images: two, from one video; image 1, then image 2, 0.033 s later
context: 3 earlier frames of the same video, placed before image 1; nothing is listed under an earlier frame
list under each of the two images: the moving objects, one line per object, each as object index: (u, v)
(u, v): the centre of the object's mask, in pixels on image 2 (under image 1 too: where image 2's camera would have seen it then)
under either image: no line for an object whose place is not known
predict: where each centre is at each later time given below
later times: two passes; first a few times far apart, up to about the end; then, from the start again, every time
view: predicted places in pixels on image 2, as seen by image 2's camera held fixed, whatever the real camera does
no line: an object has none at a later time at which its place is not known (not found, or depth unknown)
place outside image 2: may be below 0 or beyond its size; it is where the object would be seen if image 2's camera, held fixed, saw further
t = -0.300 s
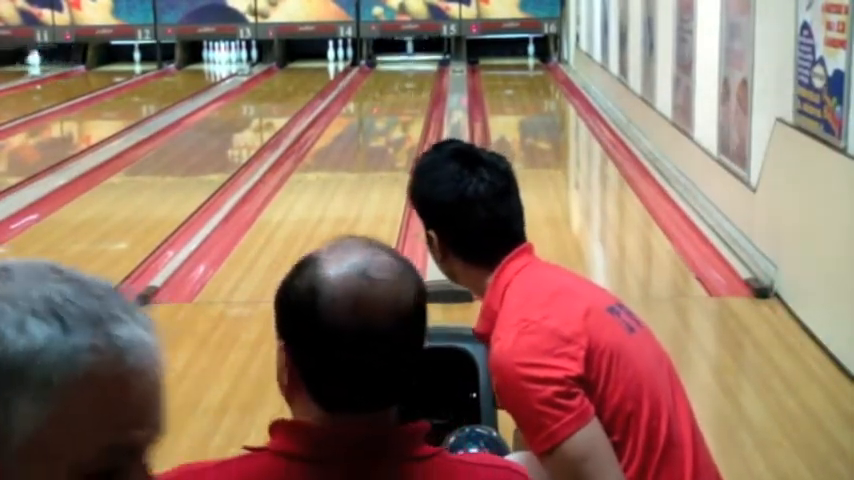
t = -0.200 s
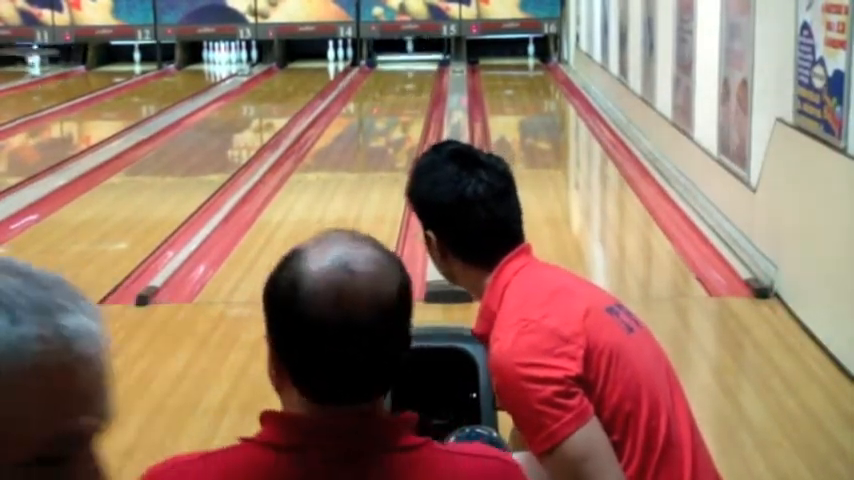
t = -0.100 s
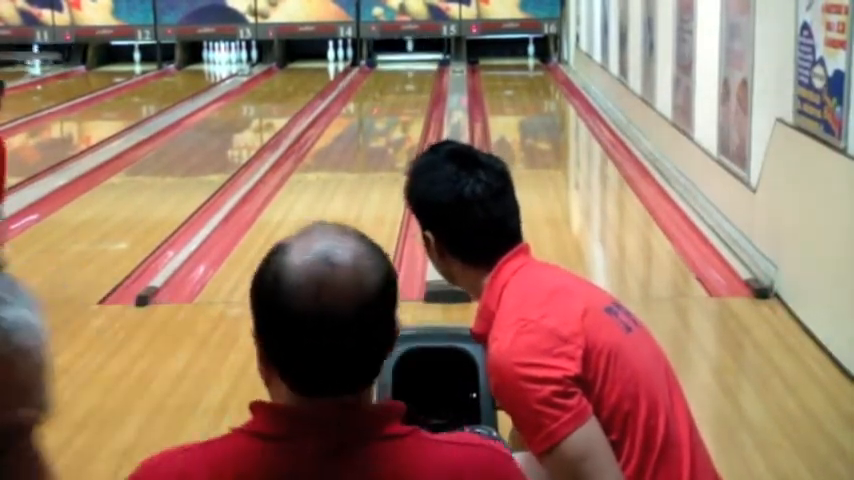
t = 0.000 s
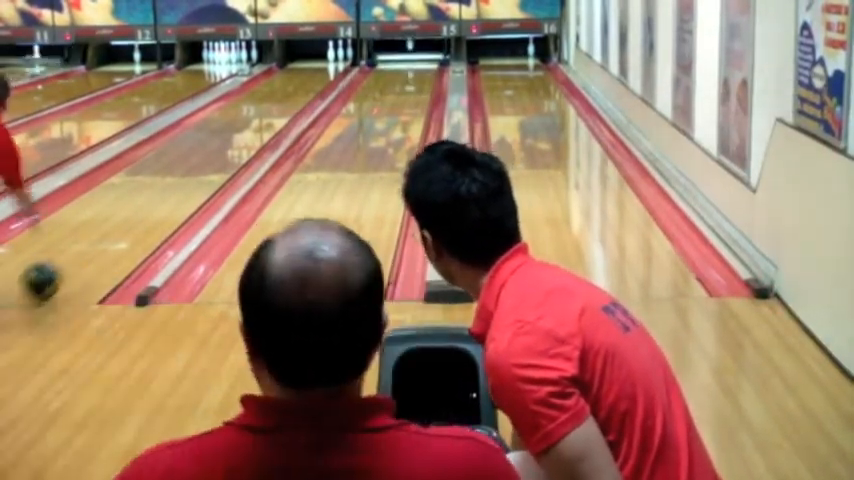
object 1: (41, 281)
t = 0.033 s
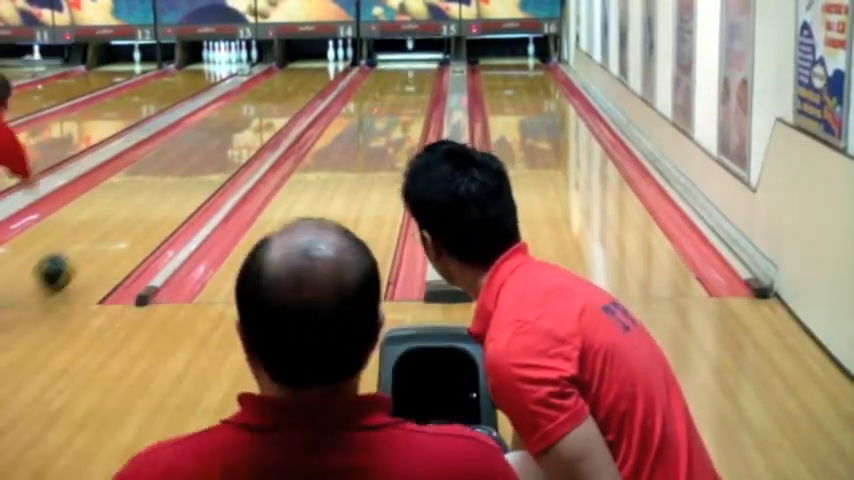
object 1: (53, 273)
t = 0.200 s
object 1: (108, 234)
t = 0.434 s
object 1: (163, 193)
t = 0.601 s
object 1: (195, 172)
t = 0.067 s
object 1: (66, 264)
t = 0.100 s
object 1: (78, 257)
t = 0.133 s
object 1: (88, 249)
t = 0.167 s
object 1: (98, 241)
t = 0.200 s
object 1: (108, 234)
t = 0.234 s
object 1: (117, 228)
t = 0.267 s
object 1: (127, 220)
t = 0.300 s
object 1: (134, 215)
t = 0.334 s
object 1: (142, 209)
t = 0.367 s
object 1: (149, 203)
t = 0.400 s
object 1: (157, 198)
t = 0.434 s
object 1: (163, 193)
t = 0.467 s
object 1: (170, 188)
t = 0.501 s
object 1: (177, 184)
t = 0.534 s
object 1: (183, 180)
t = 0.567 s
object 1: (189, 177)
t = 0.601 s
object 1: (195, 172)
